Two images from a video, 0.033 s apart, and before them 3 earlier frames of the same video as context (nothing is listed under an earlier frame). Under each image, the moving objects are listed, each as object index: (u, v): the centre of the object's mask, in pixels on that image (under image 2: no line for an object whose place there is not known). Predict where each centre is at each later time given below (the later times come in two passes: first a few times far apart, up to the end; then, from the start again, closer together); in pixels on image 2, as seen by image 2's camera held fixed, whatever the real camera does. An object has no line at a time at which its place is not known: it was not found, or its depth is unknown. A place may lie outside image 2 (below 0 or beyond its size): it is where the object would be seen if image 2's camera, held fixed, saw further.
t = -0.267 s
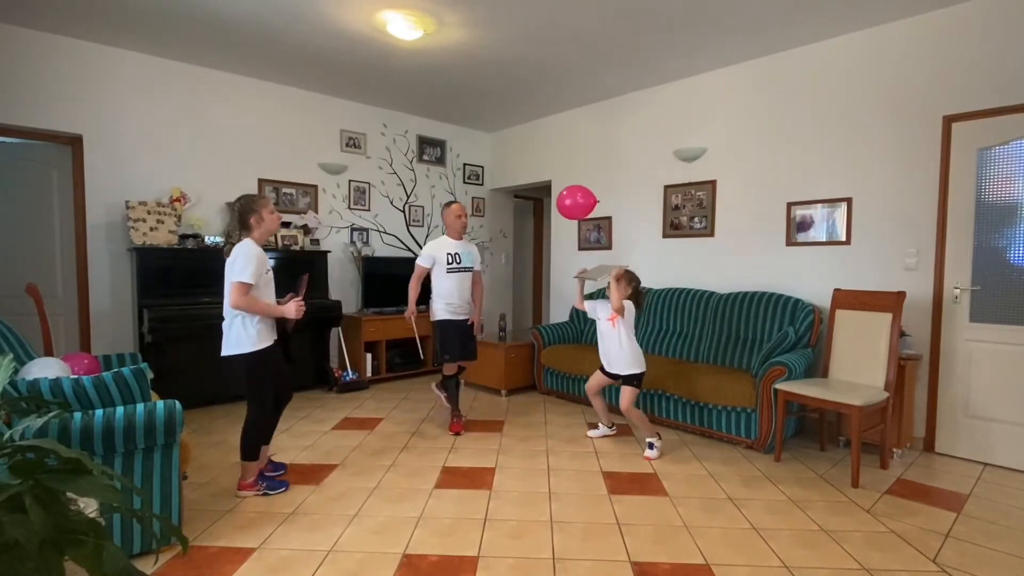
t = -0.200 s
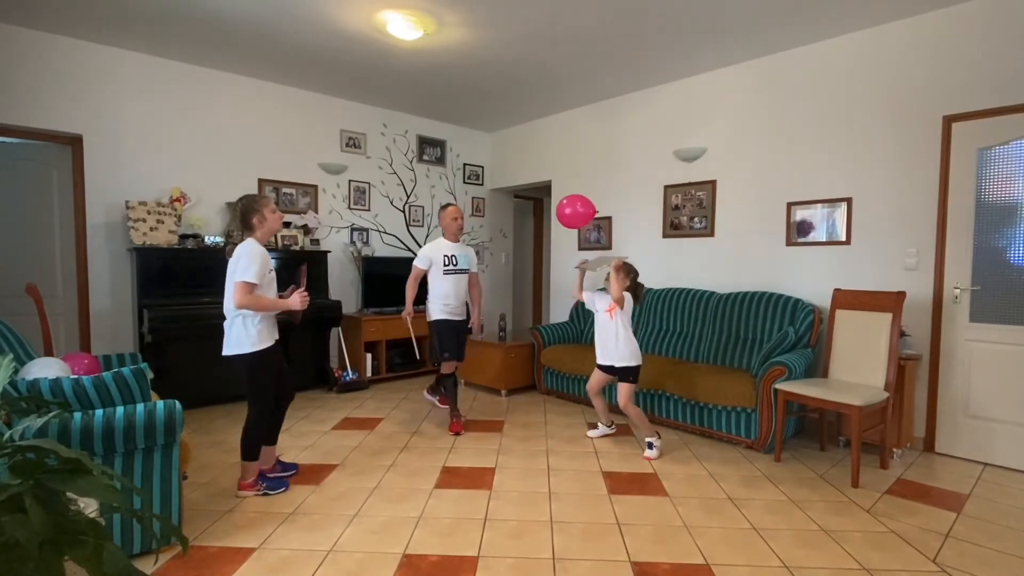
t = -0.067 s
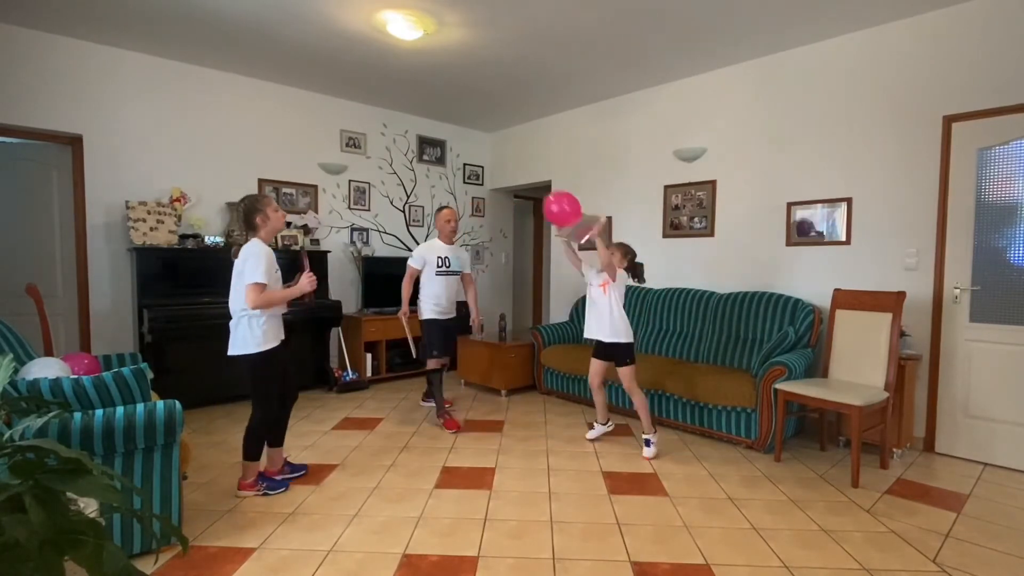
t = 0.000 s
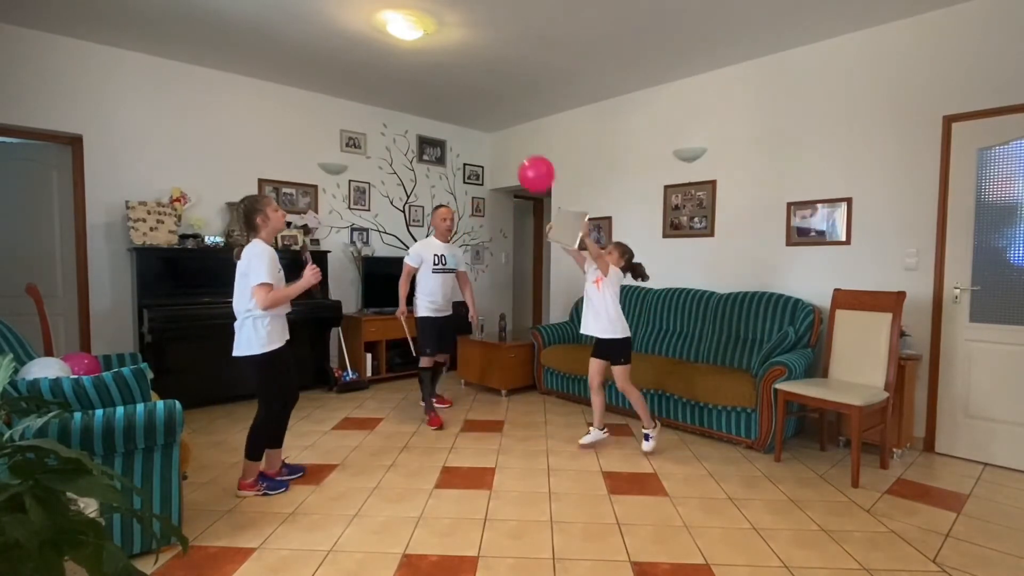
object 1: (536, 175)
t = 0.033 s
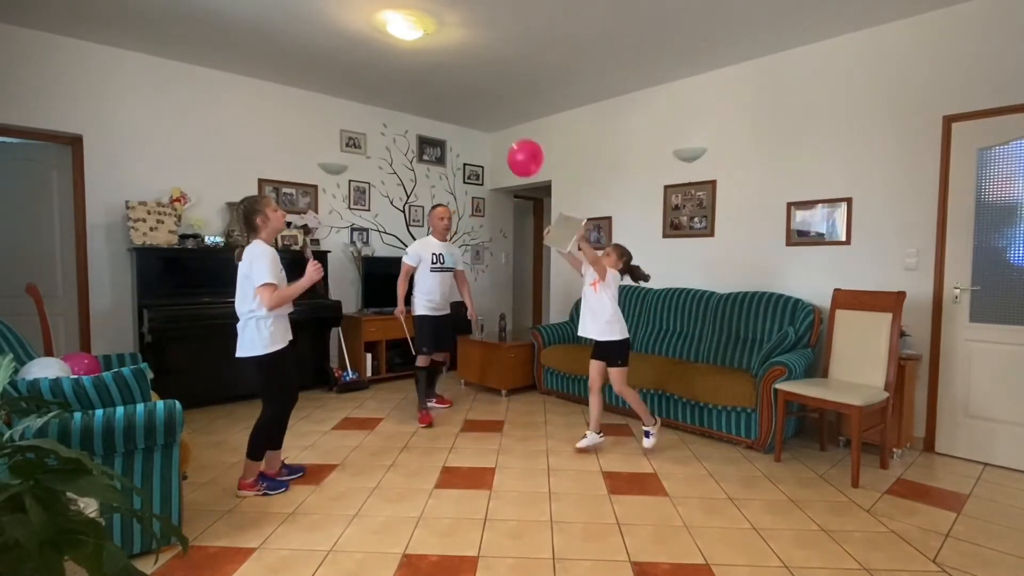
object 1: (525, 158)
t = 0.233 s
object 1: (483, 94)
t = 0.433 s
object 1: (456, 70)
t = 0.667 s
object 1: (432, 69)
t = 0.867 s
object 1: (418, 88)
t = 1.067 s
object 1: (409, 119)
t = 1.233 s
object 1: (407, 153)
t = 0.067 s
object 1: (516, 144)
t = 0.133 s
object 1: (500, 119)
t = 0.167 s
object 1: (494, 109)
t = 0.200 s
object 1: (488, 101)
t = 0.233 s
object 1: (483, 94)
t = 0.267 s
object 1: (478, 88)
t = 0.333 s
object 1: (468, 78)
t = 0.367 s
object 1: (464, 75)
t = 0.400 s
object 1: (460, 72)
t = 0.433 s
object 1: (456, 70)
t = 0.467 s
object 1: (452, 68)
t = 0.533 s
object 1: (445, 67)
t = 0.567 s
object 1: (441, 66)
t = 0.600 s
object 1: (438, 67)
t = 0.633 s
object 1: (435, 68)
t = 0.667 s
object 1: (432, 69)
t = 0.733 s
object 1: (427, 74)
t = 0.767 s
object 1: (424, 77)
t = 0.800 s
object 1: (422, 80)
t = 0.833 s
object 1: (420, 84)
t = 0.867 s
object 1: (418, 88)
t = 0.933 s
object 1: (415, 97)
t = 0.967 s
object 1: (413, 102)
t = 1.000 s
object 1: (412, 107)
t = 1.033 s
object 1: (411, 113)
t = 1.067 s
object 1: (409, 119)
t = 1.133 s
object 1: (408, 131)
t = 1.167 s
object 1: (407, 138)
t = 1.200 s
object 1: (407, 145)
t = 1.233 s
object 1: (407, 153)
